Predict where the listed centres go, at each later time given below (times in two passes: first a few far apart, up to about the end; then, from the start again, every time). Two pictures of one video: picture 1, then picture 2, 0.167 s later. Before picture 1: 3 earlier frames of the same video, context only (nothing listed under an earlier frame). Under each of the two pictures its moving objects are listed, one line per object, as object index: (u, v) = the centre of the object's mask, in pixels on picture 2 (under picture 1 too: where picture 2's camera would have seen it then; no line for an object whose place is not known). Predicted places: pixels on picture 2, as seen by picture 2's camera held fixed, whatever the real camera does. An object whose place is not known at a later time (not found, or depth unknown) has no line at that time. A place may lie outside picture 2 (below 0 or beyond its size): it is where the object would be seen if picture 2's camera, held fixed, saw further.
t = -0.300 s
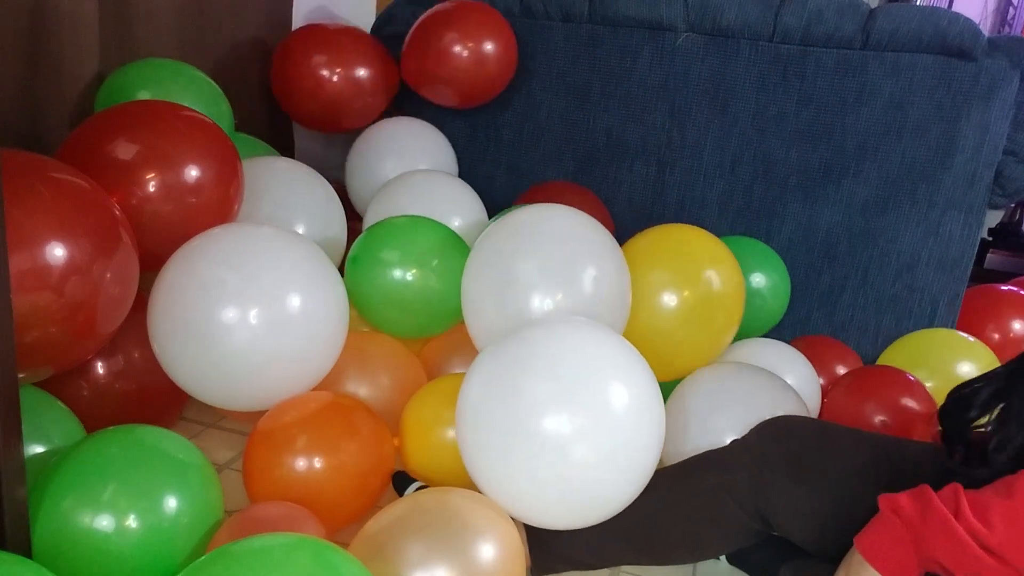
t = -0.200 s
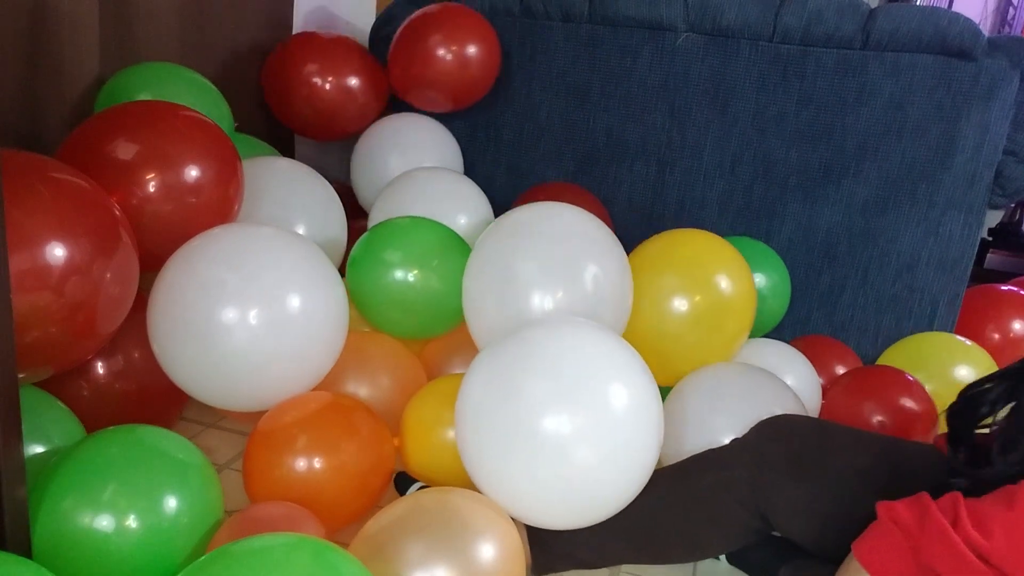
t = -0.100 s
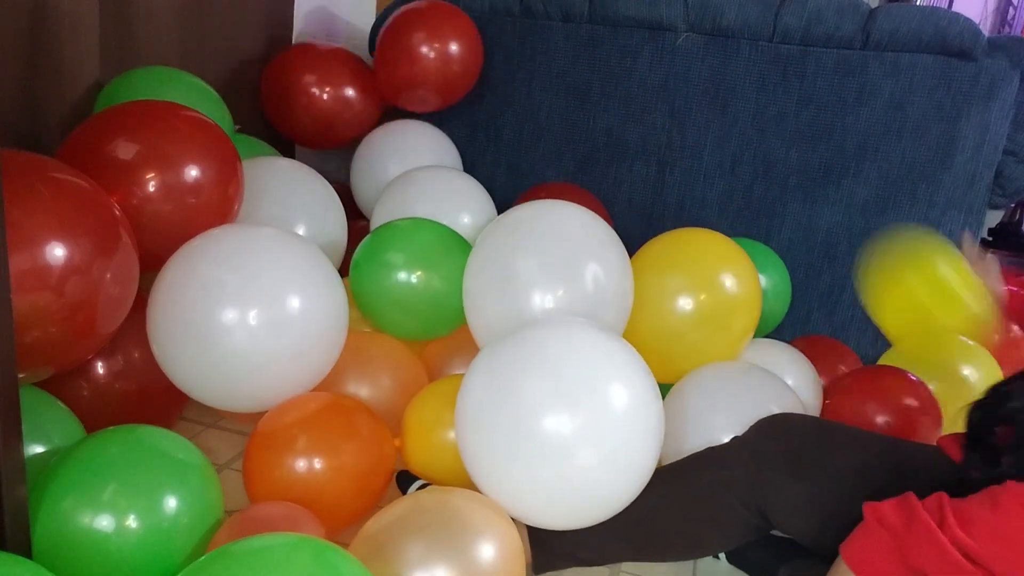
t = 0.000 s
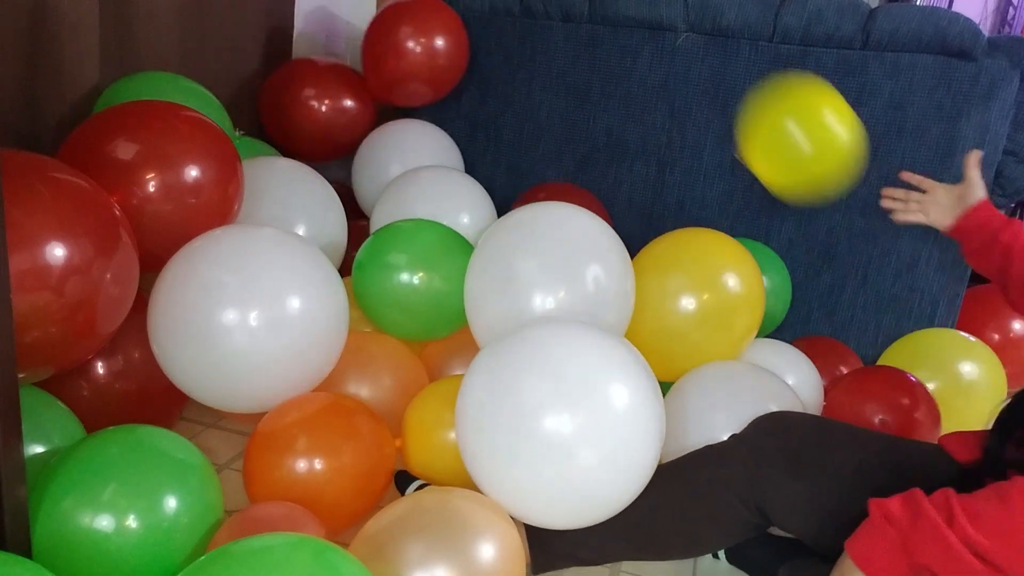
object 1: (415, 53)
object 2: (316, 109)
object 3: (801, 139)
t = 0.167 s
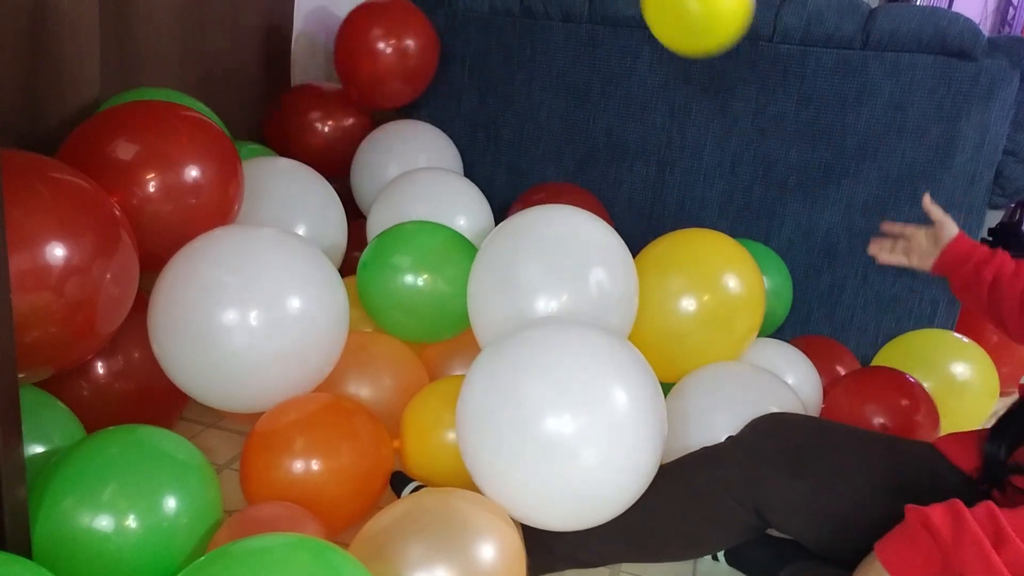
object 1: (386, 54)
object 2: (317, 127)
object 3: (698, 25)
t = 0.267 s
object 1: (368, 63)
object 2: (318, 138)
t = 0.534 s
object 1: (364, 74)
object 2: (311, 137)
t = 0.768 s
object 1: (357, 79)
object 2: (309, 139)
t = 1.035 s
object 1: (360, 79)
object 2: (310, 138)
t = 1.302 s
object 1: (361, 79)
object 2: (311, 138)
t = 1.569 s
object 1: (361, 79)
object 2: (310, 139)
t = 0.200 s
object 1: (380, 56)
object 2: (318, 131)
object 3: (687, 18)
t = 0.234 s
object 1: (374, 60)
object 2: (320, 135)
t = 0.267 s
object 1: (368, 63)
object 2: (318, 138)
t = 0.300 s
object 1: (364, 67)
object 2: (316, 139)
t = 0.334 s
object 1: (362, 69)
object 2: (316, 138)
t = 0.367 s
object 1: (361, 69)
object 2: (314, 139)
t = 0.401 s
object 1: (361, 70)
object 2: (313, 139)
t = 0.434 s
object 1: (362, 71)
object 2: (312, 138)
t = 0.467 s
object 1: (364, 72)
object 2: (312, 137)
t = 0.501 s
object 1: (364, 74)
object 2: (311, 137)
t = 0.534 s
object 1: (364, 74)
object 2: (311, 137)
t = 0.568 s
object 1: (364, 74)
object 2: (312, 137)
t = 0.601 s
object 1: (362, 75)
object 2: (311, 137)
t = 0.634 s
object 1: (359, 77)
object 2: (310, 137)
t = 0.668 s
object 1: (357, 78)
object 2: (310, 138)
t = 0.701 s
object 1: (356, 78)
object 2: (310, 138)
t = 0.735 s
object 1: (356, 79)
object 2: (309, 139)
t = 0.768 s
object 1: (357, 79)
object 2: (309, 139)
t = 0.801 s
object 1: (358, 79)
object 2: (309, 139)
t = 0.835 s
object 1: (359, 79)
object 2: (309, 139)
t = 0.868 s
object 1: (360, 79)
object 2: (310, 138)
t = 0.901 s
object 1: (360, 79)
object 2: (310, 138)
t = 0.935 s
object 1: (360, 79)
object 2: (310, 138)
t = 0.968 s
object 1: (360, 79)
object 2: (310, 138)
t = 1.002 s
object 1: (360, 79)
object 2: (310, 138)
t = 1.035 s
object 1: (360, 79)
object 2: (310, 138)
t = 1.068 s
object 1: (360, 78)
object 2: (310, 138)
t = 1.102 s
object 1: (360, 79)
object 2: (310, 138)
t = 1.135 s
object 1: (360, 79)
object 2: (310, 138)
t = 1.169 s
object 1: (361, 79)
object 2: (310, 138)
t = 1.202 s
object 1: (360, 79)
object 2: (310, 139)
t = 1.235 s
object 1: (361, 79)
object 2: (311, 138)
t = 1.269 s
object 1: (361, 79)
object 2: (310, 139)
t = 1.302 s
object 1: (361, 79)
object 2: (311, 138)
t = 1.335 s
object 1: (361, 79)
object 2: (311, 138)
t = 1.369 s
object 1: (361, 79)
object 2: (311, 138)
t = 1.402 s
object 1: (361, 79)
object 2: (311, 138)
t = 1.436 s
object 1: (361, 79)
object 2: (311, 138)
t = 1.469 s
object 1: (360, 79)
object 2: (310, 138)
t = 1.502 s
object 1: (361, 79)
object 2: (311, 139)
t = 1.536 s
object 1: (361, 79)
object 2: (311, 139)
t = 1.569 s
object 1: (361, 79)
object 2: (310, 139)
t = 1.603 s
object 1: (361, 79)
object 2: (310, 139)
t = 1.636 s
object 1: (361, 79)
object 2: (311, 139)
